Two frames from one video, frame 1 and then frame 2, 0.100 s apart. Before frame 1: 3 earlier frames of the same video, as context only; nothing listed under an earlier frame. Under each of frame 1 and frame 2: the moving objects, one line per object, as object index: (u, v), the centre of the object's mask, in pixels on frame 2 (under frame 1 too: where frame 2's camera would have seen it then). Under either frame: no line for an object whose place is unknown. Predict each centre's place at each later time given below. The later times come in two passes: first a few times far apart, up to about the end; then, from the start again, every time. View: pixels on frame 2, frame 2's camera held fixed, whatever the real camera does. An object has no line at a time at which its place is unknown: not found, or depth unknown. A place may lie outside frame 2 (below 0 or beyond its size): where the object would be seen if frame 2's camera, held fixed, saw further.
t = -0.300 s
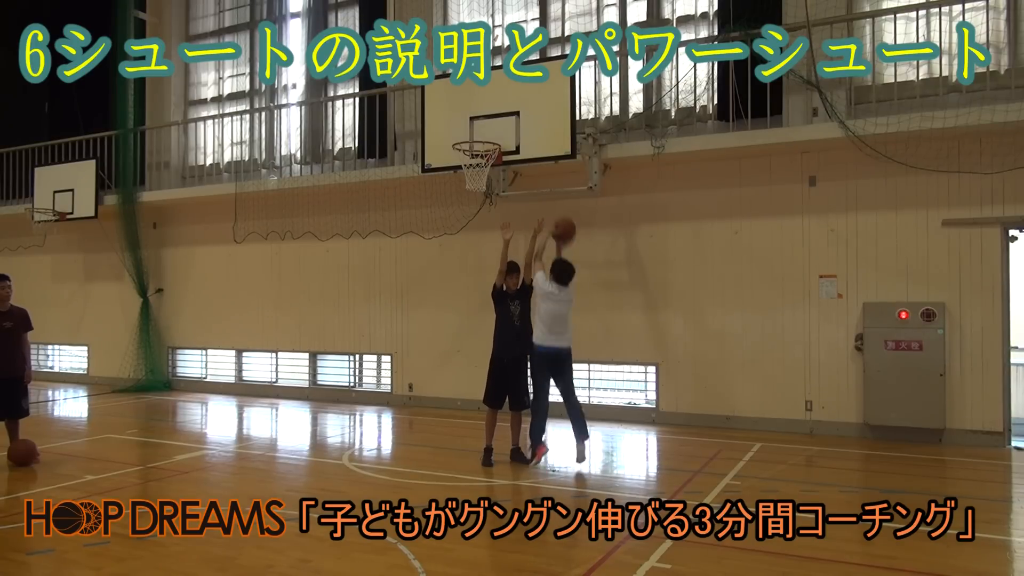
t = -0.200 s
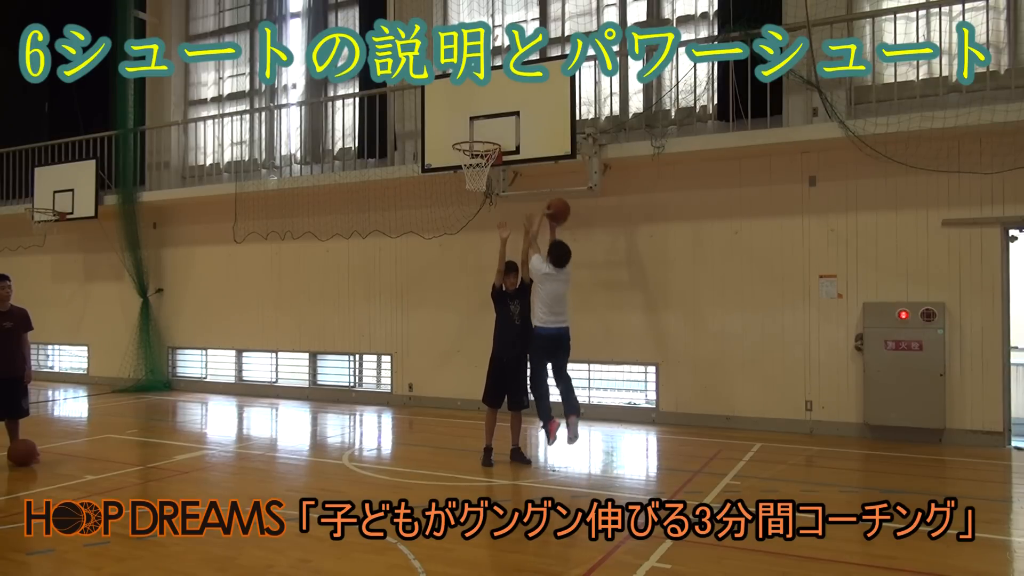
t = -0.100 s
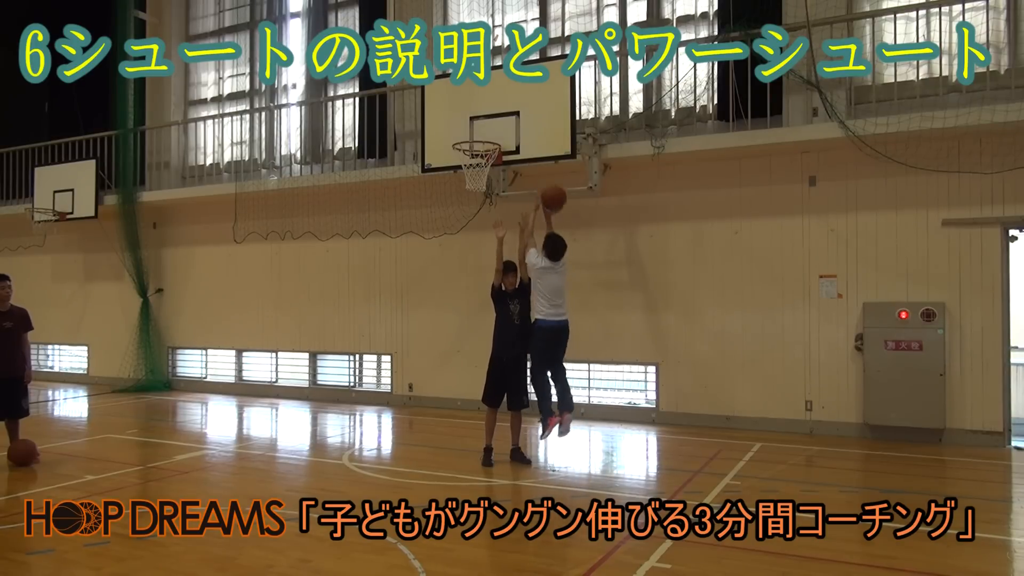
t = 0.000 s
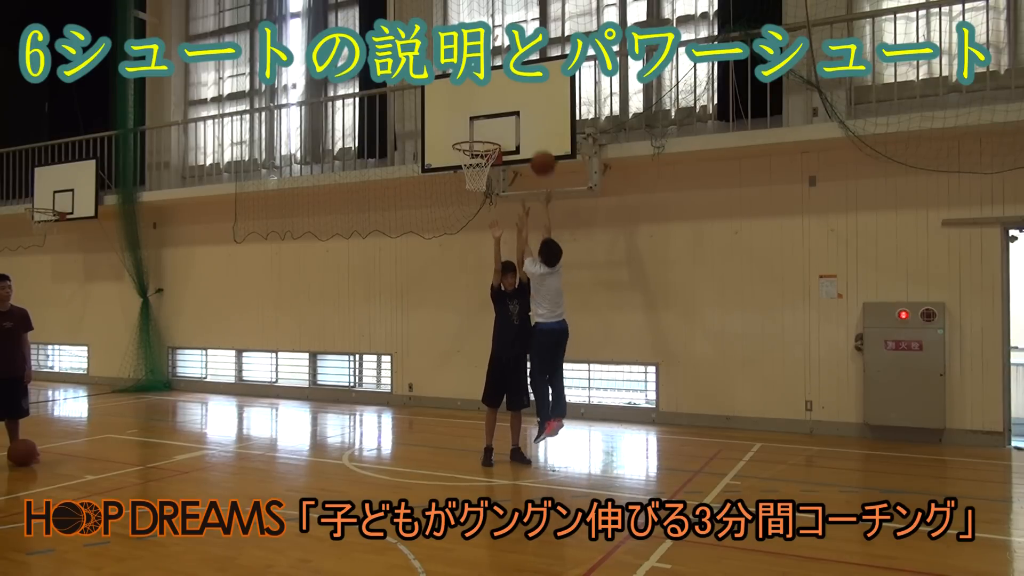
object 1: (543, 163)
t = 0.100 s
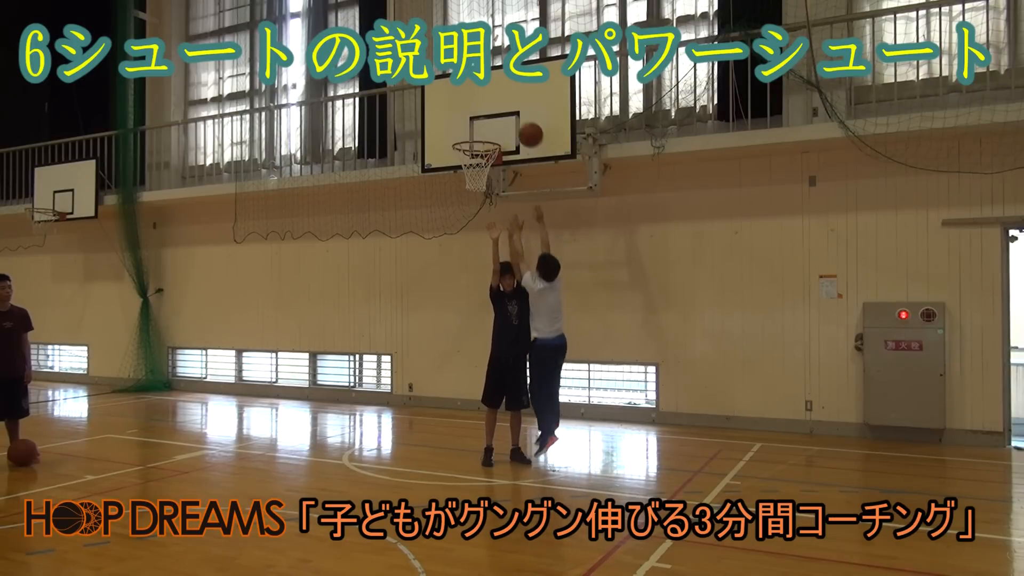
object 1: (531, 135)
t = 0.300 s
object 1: (508, 110)
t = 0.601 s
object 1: (468, 141)
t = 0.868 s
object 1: (493, 164)
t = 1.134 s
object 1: (483, 207)
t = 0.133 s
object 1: (527, 128)
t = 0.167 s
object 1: (523, 122)
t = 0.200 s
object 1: (519, 117)
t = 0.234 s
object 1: (515, 114)
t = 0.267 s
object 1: (512, 111)
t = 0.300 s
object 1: (508, 110)
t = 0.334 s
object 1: (504, 110)
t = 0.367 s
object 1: (500, 110)
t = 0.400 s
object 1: (495, 111)
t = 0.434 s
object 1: (491, 113)
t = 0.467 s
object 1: (486, 117)
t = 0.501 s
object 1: (481, 121)
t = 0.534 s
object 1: (477, 126)
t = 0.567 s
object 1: (472, 132)
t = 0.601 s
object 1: (468, 141)
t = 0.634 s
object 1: (469, 143)
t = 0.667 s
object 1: (471, 144)
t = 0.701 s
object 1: (473, 146)
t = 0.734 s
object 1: (478, 149)
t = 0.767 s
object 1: (483, 153)
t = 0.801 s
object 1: (489, 156)
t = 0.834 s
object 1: (492, 161)
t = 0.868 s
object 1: (493, 164)
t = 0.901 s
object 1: (493, 174)
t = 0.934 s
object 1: (491, 175)
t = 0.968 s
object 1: (490, 176)
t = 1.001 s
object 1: (489, 179)
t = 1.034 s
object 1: (487, 184)
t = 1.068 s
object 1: (485, 191)
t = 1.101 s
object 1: (485, 198)
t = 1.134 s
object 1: (483, 207)
